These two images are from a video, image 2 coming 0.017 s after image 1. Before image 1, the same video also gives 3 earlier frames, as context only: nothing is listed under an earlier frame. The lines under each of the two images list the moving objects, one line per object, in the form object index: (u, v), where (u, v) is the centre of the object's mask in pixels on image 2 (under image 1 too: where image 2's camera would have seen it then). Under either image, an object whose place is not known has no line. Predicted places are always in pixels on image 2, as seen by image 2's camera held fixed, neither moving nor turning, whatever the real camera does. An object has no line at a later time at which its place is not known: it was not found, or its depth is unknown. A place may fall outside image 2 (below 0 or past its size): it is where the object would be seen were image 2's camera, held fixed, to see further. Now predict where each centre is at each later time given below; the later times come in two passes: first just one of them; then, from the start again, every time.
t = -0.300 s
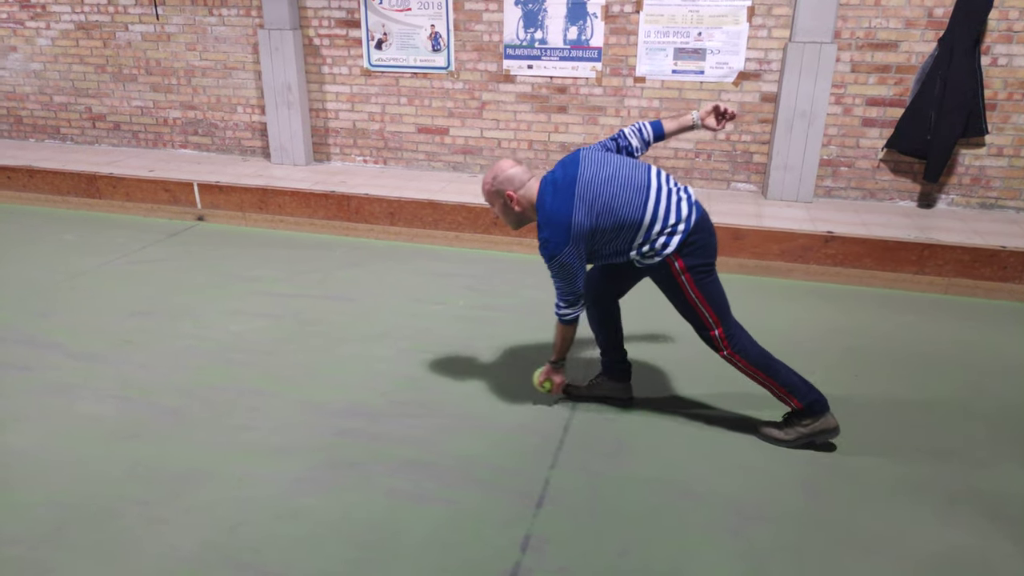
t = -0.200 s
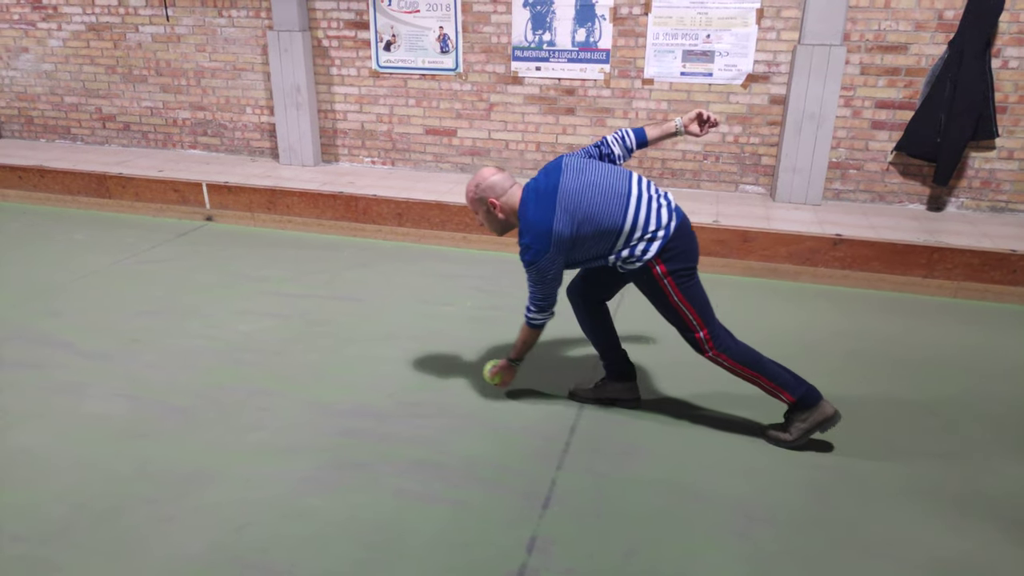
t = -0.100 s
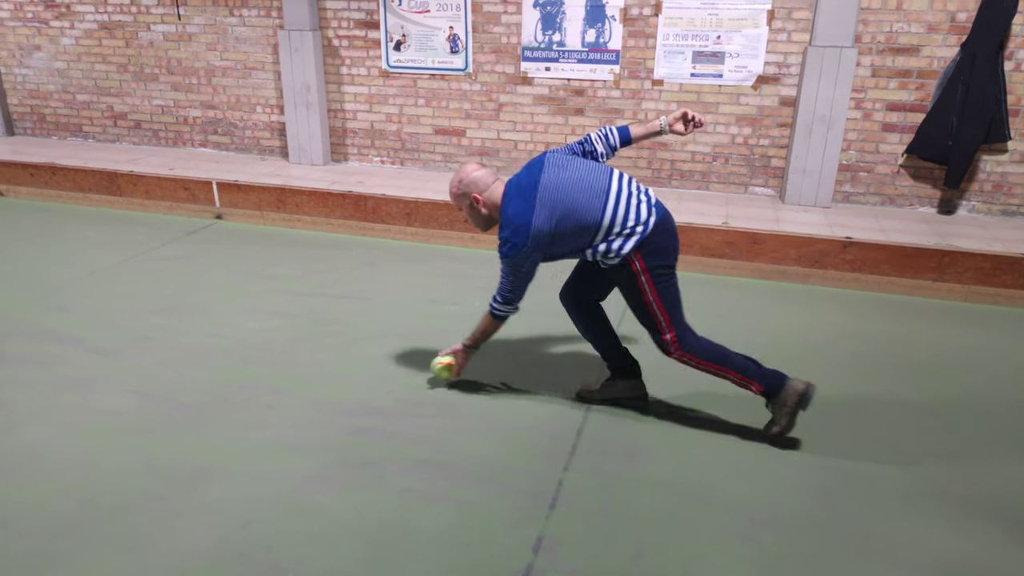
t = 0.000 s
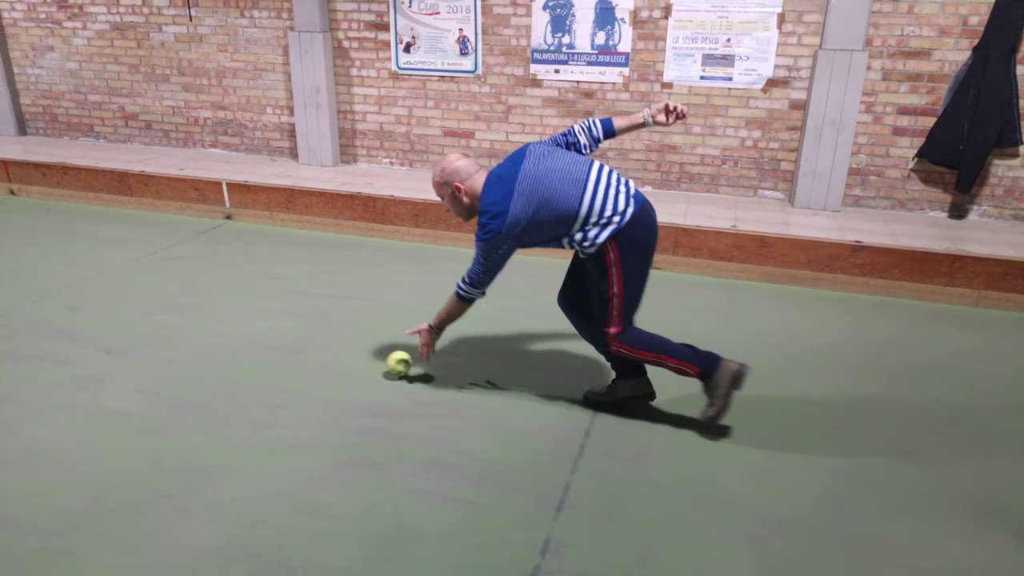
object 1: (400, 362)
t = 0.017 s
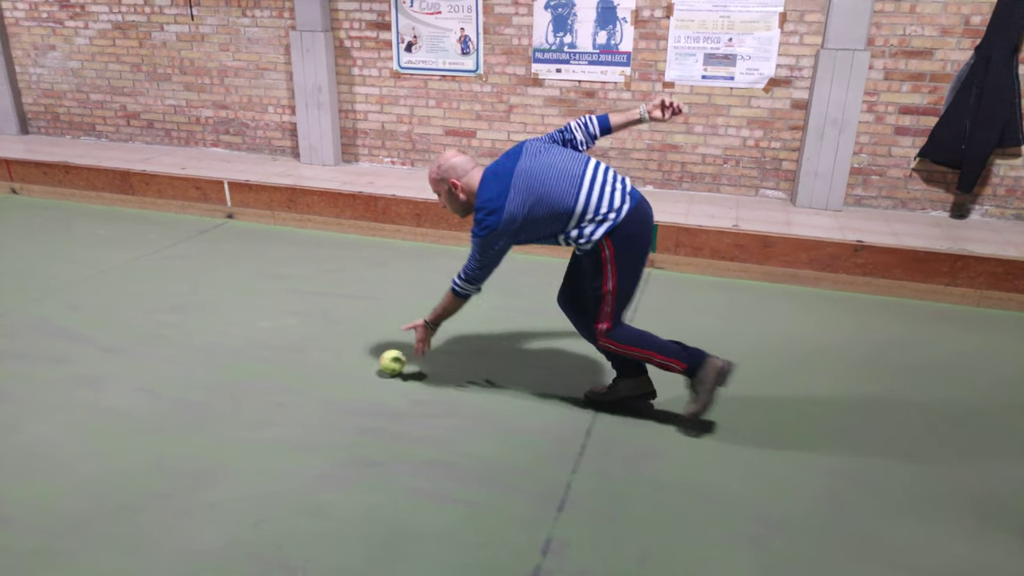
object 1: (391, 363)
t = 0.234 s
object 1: (302, 350)
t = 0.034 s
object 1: (384, 363)
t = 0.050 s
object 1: (376, 361)
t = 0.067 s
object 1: (369, 360)
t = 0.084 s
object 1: (362, 359)
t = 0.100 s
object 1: (355, 358)
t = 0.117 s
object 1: (348, 358)
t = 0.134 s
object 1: (342, 356)
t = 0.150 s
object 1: (335, 355)
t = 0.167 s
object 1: (328, 354)
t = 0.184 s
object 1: (322, 353)
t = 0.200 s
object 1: (315, 352)
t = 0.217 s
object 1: (309, 351)
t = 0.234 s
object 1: (302, 350)
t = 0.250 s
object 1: (296, 349)
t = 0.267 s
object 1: (290, 348)
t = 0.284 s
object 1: (283, 347)
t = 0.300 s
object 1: (278, 346)
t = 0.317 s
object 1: (271, 345)
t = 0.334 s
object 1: (265, 344)
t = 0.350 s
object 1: (259, 343)
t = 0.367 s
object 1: (253, 341)
